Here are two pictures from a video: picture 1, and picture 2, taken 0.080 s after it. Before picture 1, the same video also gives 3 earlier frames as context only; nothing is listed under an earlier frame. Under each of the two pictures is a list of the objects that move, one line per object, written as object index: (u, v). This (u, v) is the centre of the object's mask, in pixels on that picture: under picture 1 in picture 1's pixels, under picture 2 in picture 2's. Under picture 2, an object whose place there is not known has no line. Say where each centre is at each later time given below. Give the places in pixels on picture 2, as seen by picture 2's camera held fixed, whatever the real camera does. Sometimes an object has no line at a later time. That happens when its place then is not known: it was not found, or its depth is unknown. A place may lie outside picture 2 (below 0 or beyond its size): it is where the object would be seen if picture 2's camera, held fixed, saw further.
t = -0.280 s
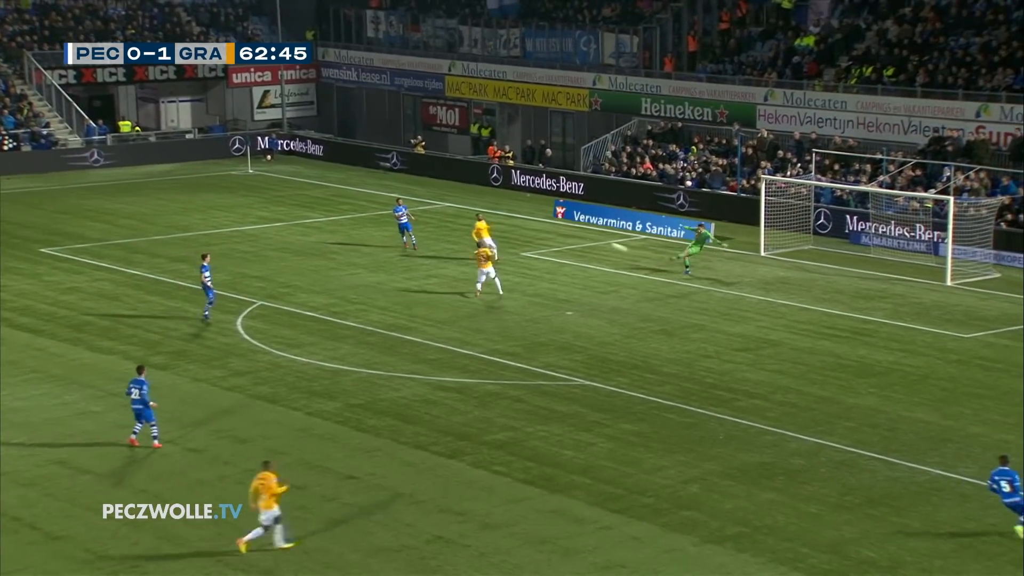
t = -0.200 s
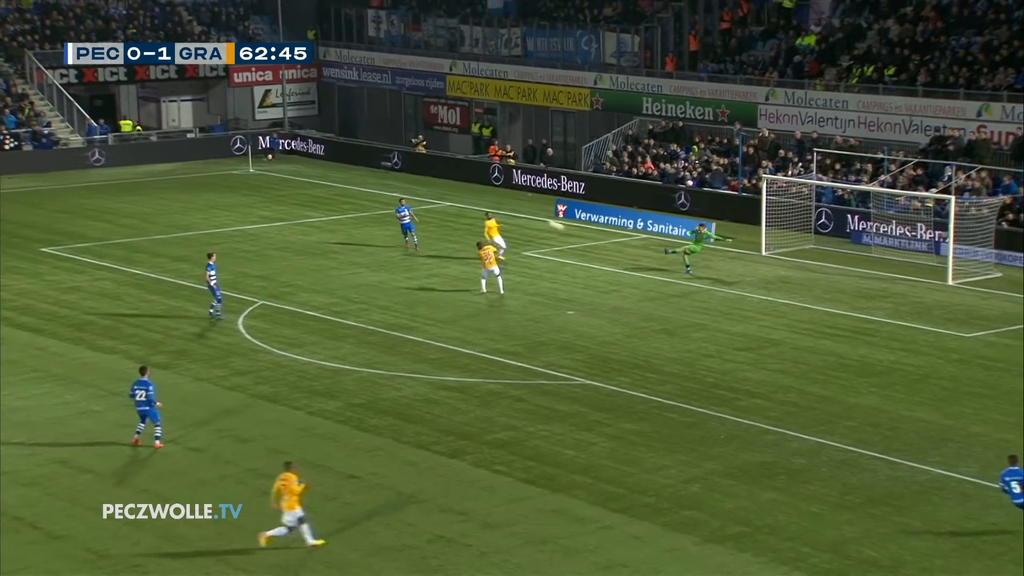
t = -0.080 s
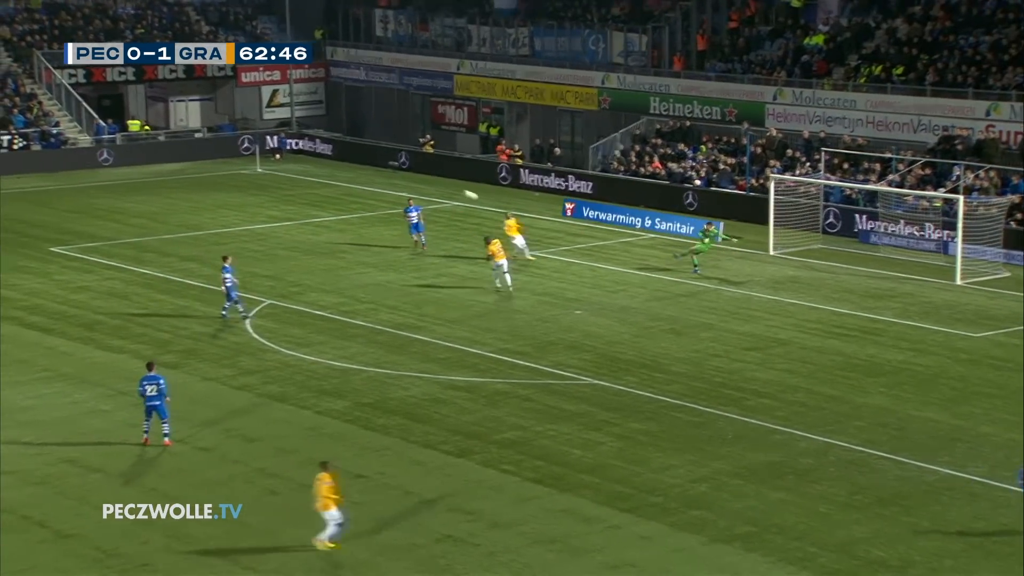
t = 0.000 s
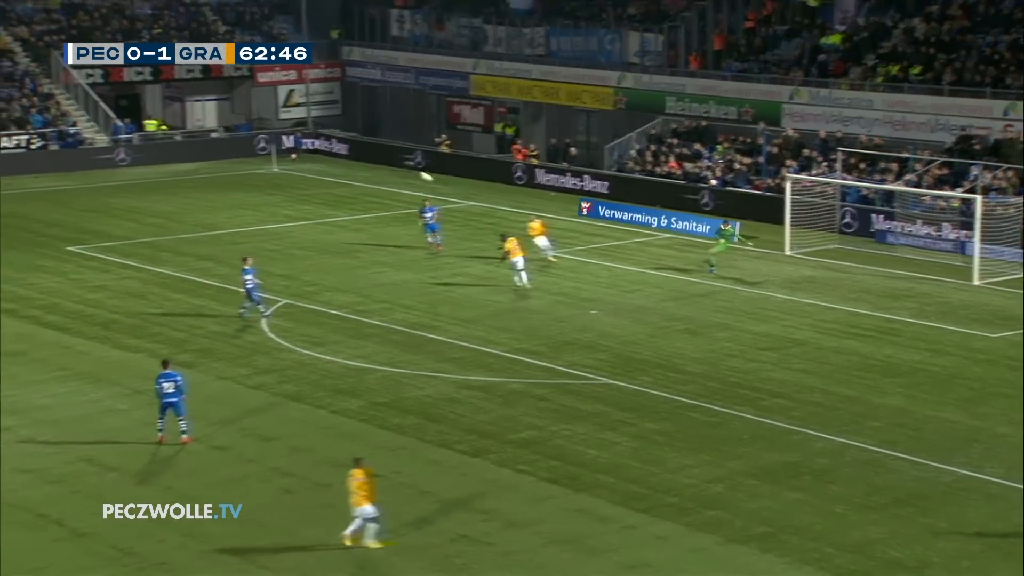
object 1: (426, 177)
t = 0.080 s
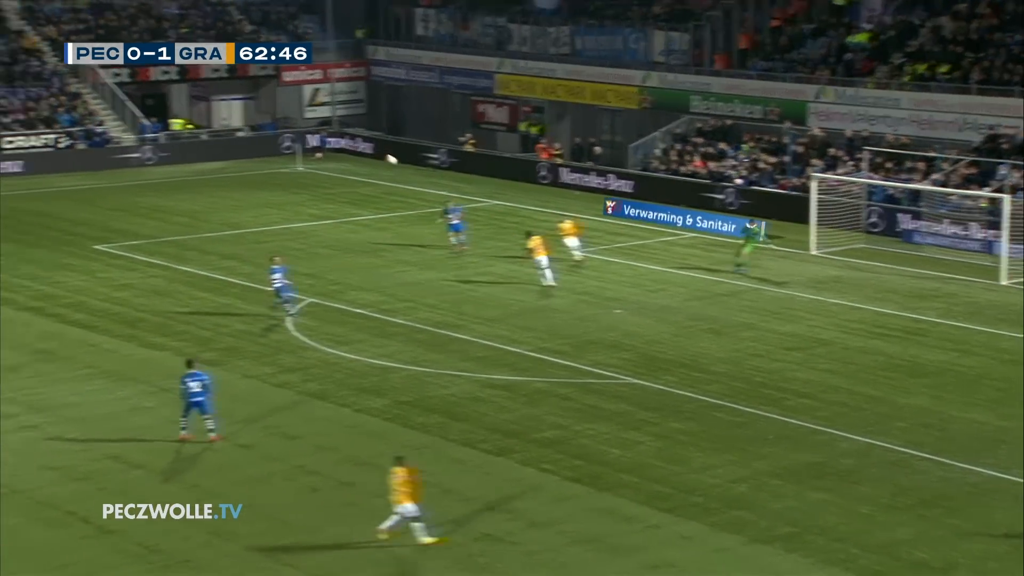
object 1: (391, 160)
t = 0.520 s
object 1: (93, 89)
